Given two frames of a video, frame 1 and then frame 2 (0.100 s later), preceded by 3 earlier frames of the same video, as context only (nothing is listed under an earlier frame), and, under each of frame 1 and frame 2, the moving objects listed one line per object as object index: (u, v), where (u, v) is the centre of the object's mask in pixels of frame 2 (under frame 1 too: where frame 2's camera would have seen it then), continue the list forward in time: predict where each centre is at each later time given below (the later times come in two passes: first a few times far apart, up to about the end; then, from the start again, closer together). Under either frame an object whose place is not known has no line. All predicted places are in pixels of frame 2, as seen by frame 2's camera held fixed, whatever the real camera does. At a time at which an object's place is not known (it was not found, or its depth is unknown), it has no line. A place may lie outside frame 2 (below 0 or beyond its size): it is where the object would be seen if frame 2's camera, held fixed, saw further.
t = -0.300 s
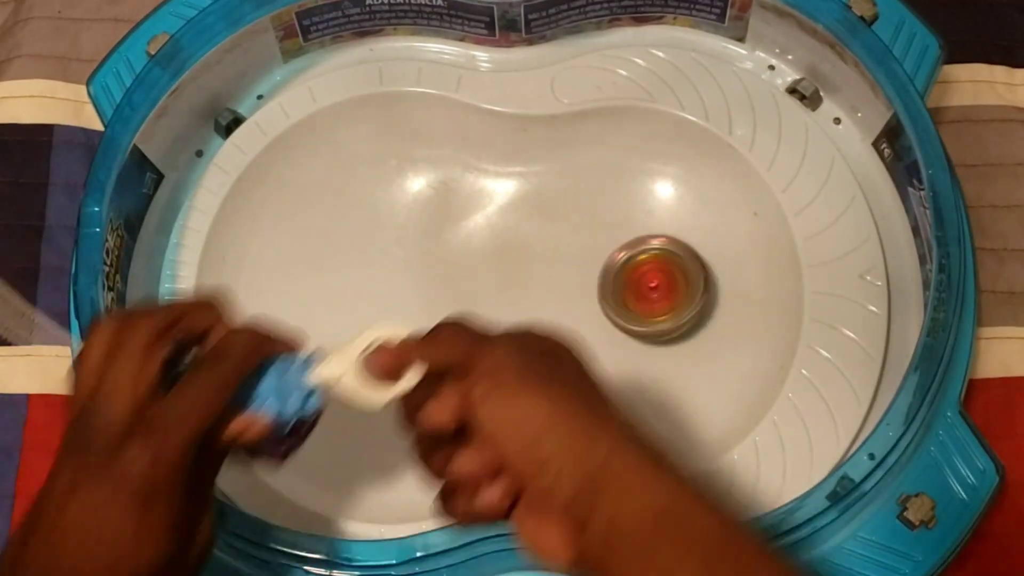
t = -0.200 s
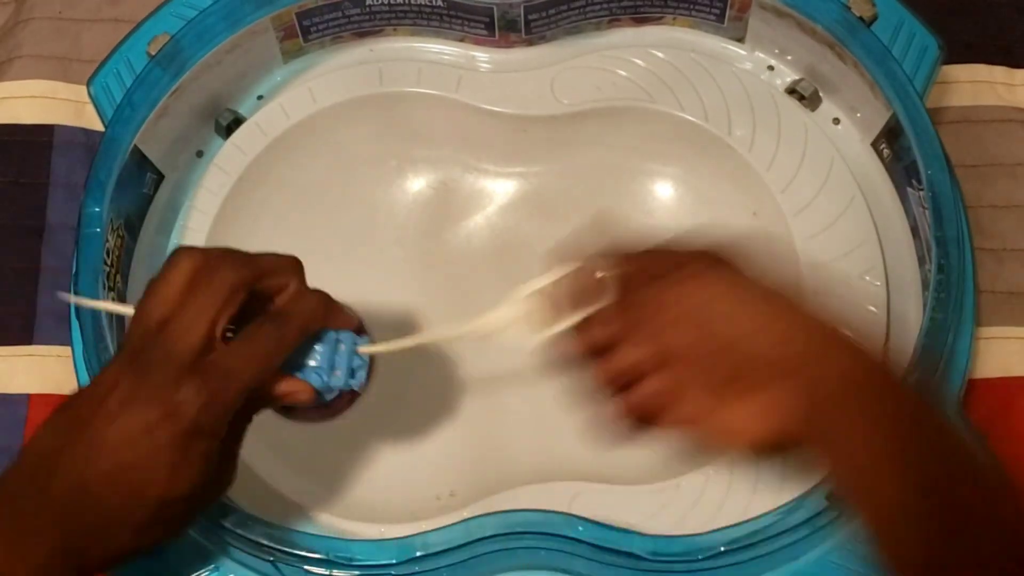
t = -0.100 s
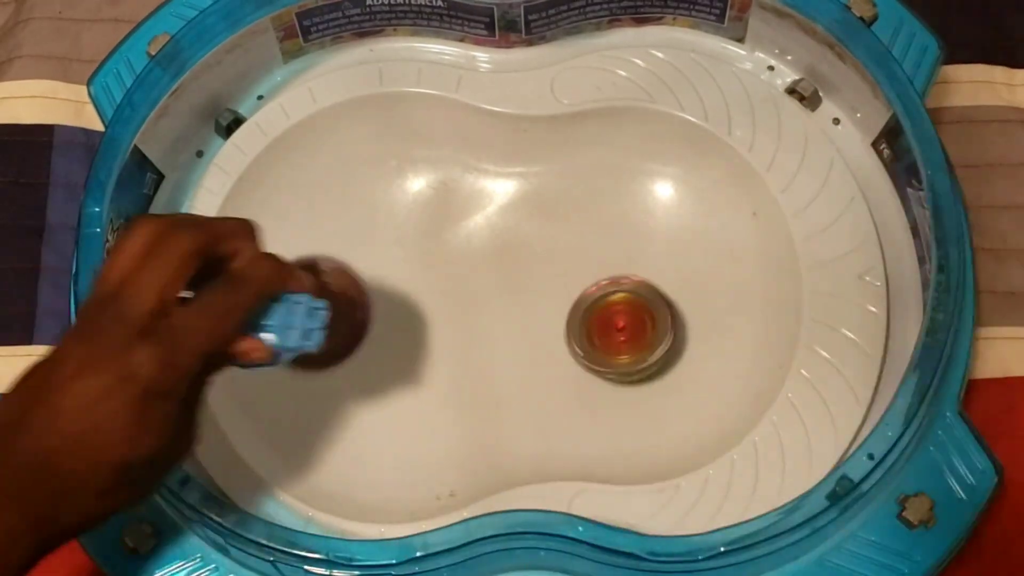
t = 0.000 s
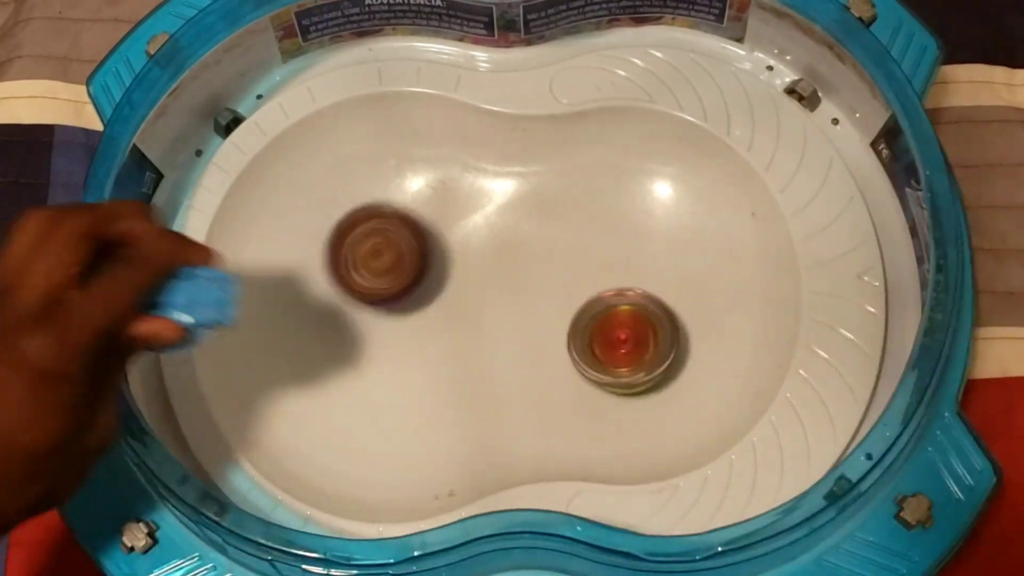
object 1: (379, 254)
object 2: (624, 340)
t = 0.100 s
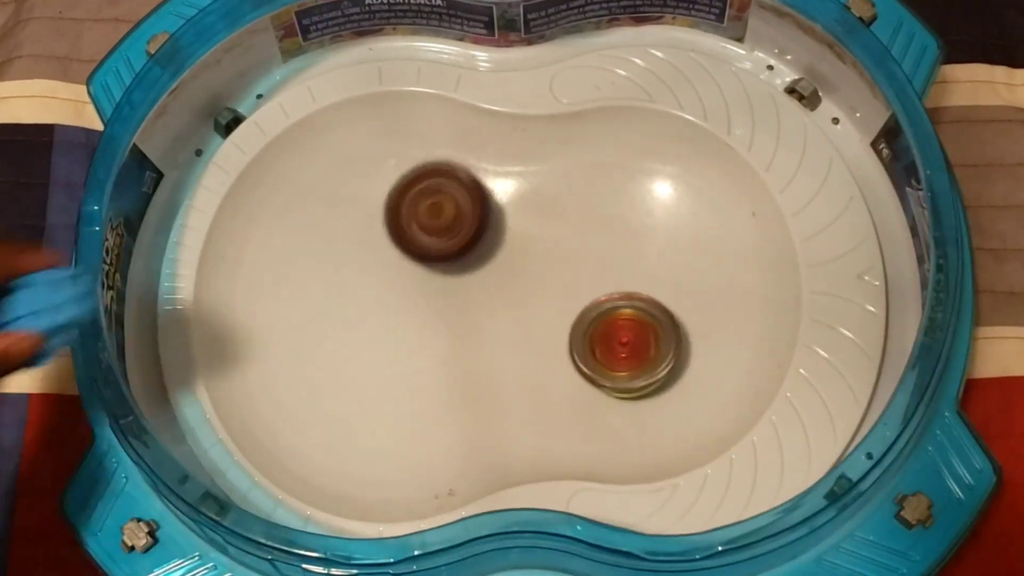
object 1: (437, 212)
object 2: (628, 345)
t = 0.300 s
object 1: (407, 231)
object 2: (628, 343)
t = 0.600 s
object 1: (470, 377)
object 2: (577, 320)
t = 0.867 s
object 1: (298, 397)
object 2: (670, 193)
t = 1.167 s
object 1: (413, 215)
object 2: (557, 236)
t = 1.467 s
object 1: (327, 374)
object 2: (503, 293)
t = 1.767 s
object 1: (513, 374)
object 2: (529, 291)
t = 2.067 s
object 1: (479, 349)
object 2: (662, 269)
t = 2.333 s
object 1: (373, 328)
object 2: (636, 302)
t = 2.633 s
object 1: (349, 425)
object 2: (631, 325)
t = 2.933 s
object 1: (484, 195)
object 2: (617, 316)
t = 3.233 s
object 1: (262, 246)
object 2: (511, 274)
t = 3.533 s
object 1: (611, 412)
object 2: (372, 240)
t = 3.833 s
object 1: (634, 75)
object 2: (354, 290)
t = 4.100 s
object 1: (451, 211)
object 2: (308, 376)
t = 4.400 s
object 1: (411, 234)
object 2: (407, 374)
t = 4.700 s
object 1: (383, 219)
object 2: (473, 301)
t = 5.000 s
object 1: (364, 287)
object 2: (524, 305)
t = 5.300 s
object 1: (422, 326)
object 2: (566, 317)
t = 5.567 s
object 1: (376, 332)
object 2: (628, 325)
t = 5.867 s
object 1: (380, 338)
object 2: (638, 318)
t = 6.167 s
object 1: (384, 283)
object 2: (605, 301)
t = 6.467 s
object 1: (376, 267)
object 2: (538, 277)
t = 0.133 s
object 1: (445, 207)
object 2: (628, 346)
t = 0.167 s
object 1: (446, 207)
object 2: (630, 345)
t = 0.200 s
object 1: (441, 210)
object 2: (630, 344)
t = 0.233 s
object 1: (431, 217)
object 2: (630, 344)
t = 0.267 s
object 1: (419, 225)
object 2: (629, 343)
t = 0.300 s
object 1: (407, 231)
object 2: (628, 343)
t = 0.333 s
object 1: (397, 242)
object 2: (625, 342)
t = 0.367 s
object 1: (391, 257)
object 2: (622, 341)
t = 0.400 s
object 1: (391, 276)
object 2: (620, 340)
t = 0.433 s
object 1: (395, 297)
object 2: (614, 337)
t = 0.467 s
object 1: (403, 317)
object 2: (609, 335)
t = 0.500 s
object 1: (417, 336)
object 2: (601, 332)
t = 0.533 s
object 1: (435, 353)
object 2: (590, 330)
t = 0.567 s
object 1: (455, 366)
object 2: (581, 325)
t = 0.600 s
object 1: (470, 377)
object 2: (577, 320)
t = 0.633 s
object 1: (439, 407)
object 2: (603, 295)
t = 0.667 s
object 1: (406, 433)
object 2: (624, 272)
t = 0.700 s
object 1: (375, 450)
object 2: (648, 251)
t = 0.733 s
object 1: (347, 457)
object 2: (661, 235)
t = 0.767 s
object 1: (322, 454)
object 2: (672, 218)
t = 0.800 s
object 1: (305, 443)
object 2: (677, 207)
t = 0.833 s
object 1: (296, 424)
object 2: (677, 197)
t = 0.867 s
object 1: (298, 397)
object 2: (670, 193)
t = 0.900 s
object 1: (305, 368)
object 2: (662, 188)
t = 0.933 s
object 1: (318, 337)
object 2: (647, 186)
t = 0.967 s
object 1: (334, 308)
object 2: (636, 189)
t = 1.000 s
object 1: (352, 281)
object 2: (618, 191)
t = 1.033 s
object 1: (369, 259)
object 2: (606, 198)
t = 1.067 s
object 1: (385, 241)
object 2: (591, 205)
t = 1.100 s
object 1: (399, 228)
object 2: (581, 216)
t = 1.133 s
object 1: (408, 219)
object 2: (567, 225)
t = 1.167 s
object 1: (413, 215)
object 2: (557, 236)
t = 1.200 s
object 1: (413, 216)
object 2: (545, 246)
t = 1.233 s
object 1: (406, 220)
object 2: (537, 254)
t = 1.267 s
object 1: (396, 228)
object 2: (527, 262)
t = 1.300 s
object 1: (382, 240)
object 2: (521, 269)
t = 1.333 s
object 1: (363, 258)
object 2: (514, 276)
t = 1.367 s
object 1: (347, 281)
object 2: (512, 281)
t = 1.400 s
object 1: (333, 310)
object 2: (508, 287)
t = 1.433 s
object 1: (326, 341)
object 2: (506, 290)
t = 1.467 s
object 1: (327, 374)
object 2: (503, 293)
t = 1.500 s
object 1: (335, 407)
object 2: (502, 294)
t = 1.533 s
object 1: (352, 434)
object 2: (502, 295)
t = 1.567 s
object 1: (376, 455)
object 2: (504, 296)
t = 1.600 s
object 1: (404, 462)
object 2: (503, 298)
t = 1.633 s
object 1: (434, 458)
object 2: (504, 300)
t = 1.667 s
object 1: (463, 445)
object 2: (507, 302)
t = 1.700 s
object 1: (490, 421)
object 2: (508, 305)
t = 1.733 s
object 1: (512, 392)
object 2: (511, 303)
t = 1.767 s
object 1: (513, 374)
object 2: (529, 291)
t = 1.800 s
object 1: (512, 367)
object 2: (550, 284)
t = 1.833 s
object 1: (503, 371)
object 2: (567, 278)
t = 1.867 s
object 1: (495, 367)
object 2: (589, 270)
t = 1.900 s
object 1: (491, 361)
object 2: (610, 263)
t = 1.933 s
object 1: (488, 356)
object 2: (626, 260)
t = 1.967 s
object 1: (485, 352)
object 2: (638, 260)
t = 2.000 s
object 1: (484, 349)
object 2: (649, 261)
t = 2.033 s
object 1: (482, 349)
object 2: (658, 264)
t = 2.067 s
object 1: (479, 349)
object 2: (662, 269)
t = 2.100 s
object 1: (475, 348)
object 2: (664, 274)
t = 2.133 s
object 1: (470, 348)
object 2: (664, 278)
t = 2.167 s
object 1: (462, 344)
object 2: (662, 282)
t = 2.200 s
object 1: (451, 341)
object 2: (658, 289)
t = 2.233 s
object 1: (437, 337)
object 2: (652, 292)
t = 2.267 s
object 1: (418, 332)
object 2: (648, 296)
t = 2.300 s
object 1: (395, 329)
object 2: (643, 300)
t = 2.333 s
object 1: (373, 328)
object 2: (636, 302)
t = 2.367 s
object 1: (351, 330)
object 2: (632, 304)
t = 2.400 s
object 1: (331, 335)
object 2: (630, 306)
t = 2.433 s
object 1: (314, 343)
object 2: (629, 308)
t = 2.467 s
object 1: (301, 355)
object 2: (627, 309)
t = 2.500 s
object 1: (293, 368)
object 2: (629, 313)
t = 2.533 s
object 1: (293, 383)
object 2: (629, 316)
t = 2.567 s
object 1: (302, 399)
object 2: (630, 320)
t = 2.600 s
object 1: (320, 413)
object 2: (629, 323)
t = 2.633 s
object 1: (349, 425)
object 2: (631, 325)
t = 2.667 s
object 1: (382, 426)
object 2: (632, 327)
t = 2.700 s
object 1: (414, 416)
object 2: (631, 327)
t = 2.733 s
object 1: (443, 394)
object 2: (630, 327)
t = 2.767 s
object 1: (468, 365)
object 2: (629, 326)
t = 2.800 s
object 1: (487, 332)
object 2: (628, 325)
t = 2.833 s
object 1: (496, 296)
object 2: (627, 323)
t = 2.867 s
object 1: (498, 261)
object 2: (623, 321)
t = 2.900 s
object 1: (495, 229)
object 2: (620, 318)
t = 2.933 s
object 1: (484, 195)
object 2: (617, 316)
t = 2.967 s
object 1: (471, 169)
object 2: (612, 314)
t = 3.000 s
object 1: (451, 147)
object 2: (603, 311)
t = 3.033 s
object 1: (425, 135)
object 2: (593, 308)
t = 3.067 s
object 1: (398, 131)
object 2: (582, 303)
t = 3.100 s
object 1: (367, 137)
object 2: (568, 298)
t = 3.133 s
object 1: (335, 150)
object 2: (555, 294)
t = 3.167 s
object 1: (304, 173)
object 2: (540, 288)
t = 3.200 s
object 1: (279, 205)
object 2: (526, 281)
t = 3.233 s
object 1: (262, 246)
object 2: (511, 274)
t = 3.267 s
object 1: (256, 293)
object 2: (498, 269)
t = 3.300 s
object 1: (262, 345)
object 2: (481, 262)
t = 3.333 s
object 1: (285, 398)
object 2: (464, 255)
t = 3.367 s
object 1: (326, 443)
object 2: (451, 251)
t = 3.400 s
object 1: (380, 470)
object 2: (433, 246)
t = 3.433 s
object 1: (442, 469)
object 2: (417, 244)
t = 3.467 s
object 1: (499, 454)
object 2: (398, 241)
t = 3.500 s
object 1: (556, 433)
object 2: (384, 239)
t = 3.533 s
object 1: (611, 412)
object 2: (372, 240)
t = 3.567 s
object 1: (669, 378)
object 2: (362, 243)
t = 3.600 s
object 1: (718, 324)
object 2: (355, 247)
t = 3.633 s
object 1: (754, 258)
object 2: (348, 253)
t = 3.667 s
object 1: (760, 193)
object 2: (345, 259)
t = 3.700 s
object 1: (754, 131)
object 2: (346, 266)
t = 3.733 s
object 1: (746, 78)
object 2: (346, 274)
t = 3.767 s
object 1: (720, 49)
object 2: (345, 281)
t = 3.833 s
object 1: (634, 75)
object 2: (354, 290)
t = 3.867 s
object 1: (594, 89)
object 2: (359, 295)
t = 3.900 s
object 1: (556, 112)
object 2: (365, 300)
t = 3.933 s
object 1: (519, 145)
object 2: (369, 304)
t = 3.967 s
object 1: (477, 182)
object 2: (375, 306)
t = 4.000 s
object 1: (434, 219)
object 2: (380, 312)
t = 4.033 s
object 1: (436, 212)
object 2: (352, 336)
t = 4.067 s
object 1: (443, 208)
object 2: (328, 358)
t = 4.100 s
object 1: (451, 211)
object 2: (308, 376)
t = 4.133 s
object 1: (454, 212)
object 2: (294, 391)
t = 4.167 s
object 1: (455, 214)
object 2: (290, 401)
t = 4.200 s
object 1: (453, 216)
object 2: (295, 406)
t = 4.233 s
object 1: (449, 220)
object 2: (309, 408)
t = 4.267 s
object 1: (444, 223)
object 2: (327, 406)
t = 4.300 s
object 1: (437, 227)
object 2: (349, 400)
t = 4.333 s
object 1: (429, 230)
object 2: (370, 393)
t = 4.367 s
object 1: (420, 233)
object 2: (389, 384)
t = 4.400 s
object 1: (411, 234)
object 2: (407, 374)
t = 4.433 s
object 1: (405, 232)
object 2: (420, 362)
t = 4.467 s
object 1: (400, 229)
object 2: (431, 351)
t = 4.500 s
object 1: (399, 225)
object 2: (440, 338)
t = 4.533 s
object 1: (398, 223)
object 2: (447, 326)
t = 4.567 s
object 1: (395, 219)
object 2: (453, 318)
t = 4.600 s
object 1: (392, 213)
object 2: (460, 314)
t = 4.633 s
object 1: (389, 212)
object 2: (466, 310)
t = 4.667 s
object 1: (385, 215)
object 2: (470, 305)
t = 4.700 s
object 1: (383, 219)
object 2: (473, 301)
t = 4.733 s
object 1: (382, 226)
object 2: (476, 296)
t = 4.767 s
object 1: (382, 233)
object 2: (480, 293)
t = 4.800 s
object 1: (381, 238)
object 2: (484, 291)
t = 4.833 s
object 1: (372, 239)
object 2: (494, 294)
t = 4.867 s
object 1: (365, 245)
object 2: (501, 295)
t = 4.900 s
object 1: (362, 254)
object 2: (509, 299)
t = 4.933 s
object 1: (360, 265)
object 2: (515, 301)
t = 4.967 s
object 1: (362, 276)
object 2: (520, 303)
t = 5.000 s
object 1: (364, 287)
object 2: (524, 305)
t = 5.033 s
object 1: (370, 296)
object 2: (528, 306)
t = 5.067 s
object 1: (377, 306)
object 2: (531, 308)
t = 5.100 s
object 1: (385, 315)
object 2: (535, 310)
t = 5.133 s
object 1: (394, 322)
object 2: (536, 310)
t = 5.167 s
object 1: (405, 326)
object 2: (540, 312)
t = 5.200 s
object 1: (414, 328)
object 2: (543, 313)
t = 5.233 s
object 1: (423, 328)
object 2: (544, 313)
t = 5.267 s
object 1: (432, 327)
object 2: (549, 315)
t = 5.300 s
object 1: (422, 326)
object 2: (566, 317)
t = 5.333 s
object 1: (416, 326)
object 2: (578, 318)
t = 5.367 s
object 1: (411, 326)
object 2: (589, 319)
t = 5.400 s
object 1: (404, 326)
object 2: (597, 320)
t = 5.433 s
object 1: (397, 325)
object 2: (604, 321)
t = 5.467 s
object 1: (392, 325)
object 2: (610, 321)
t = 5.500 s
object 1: (387, 326)
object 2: (616, 322)
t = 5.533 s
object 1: (381, 329)
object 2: (622, 323)
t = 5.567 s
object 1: (376, 332)
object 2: (628, 325)
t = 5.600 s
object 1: (372, 335)
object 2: (632, 325)
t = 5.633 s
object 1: (371, 338)
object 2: (635, 325)
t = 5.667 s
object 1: (369, 341)
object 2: (637, 325)
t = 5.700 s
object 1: (368, 343)
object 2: (639, 325)
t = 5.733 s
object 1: (368, 345)
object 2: (640, 324)
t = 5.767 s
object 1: (370, 345)
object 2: (640, 323)
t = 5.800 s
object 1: (374, 343)
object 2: (639, 320)
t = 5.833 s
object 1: (377, 341)
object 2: (639, 320)
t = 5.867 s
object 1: (380, 338)
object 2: (638, 318)
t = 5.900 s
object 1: (382, 334)
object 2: (636, 316)
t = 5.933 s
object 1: (384, 328)
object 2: (634, 314)
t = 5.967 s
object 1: (386, 321)
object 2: (631, 313)
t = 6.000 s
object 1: (388, 313)
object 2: (627, 311)
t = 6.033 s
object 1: (388, 307)
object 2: (623, 309)
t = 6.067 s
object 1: (387, 301)
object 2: (619, 307)
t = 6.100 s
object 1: (386, 295)
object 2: (615, 305)
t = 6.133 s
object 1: (385, 289)
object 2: (610, 303)
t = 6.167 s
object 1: (384, 283)
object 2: (605, 301)
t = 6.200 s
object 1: (383, 278)
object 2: (599, 299)
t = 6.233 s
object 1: (382, 274)
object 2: (593, 297)
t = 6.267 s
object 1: (380, 271)
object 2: (586, 294)
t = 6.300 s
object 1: (378, 269)
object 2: (579, 292)
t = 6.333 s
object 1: (376, 267)
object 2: (571, 289)
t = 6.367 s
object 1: (375, 266)
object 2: (563, 287)
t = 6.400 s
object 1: (374, 265)
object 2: (555, 284)
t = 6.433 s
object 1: (375, 265)
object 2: (547, 281)
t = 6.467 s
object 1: (376, 267)
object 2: (538, 277)
